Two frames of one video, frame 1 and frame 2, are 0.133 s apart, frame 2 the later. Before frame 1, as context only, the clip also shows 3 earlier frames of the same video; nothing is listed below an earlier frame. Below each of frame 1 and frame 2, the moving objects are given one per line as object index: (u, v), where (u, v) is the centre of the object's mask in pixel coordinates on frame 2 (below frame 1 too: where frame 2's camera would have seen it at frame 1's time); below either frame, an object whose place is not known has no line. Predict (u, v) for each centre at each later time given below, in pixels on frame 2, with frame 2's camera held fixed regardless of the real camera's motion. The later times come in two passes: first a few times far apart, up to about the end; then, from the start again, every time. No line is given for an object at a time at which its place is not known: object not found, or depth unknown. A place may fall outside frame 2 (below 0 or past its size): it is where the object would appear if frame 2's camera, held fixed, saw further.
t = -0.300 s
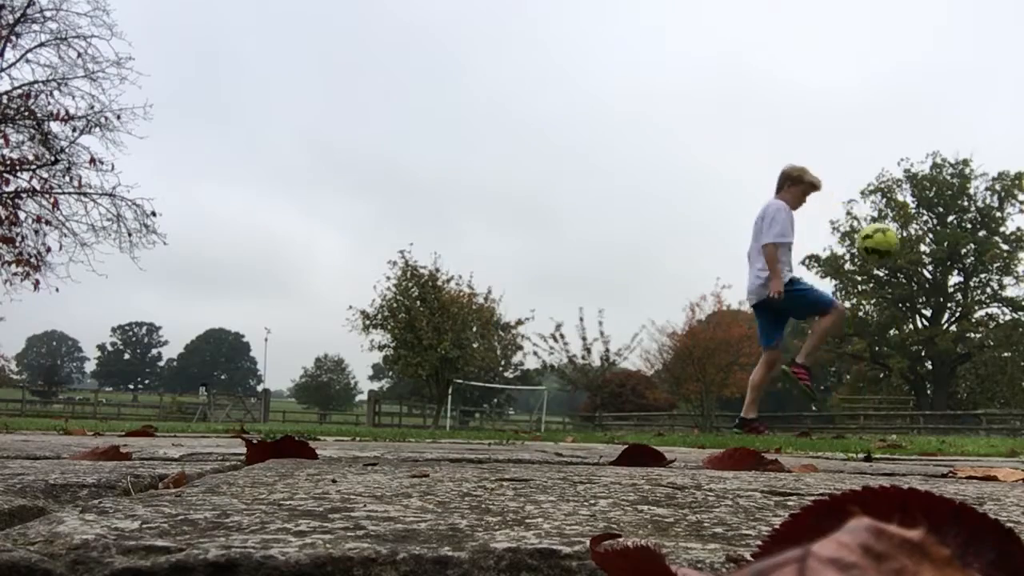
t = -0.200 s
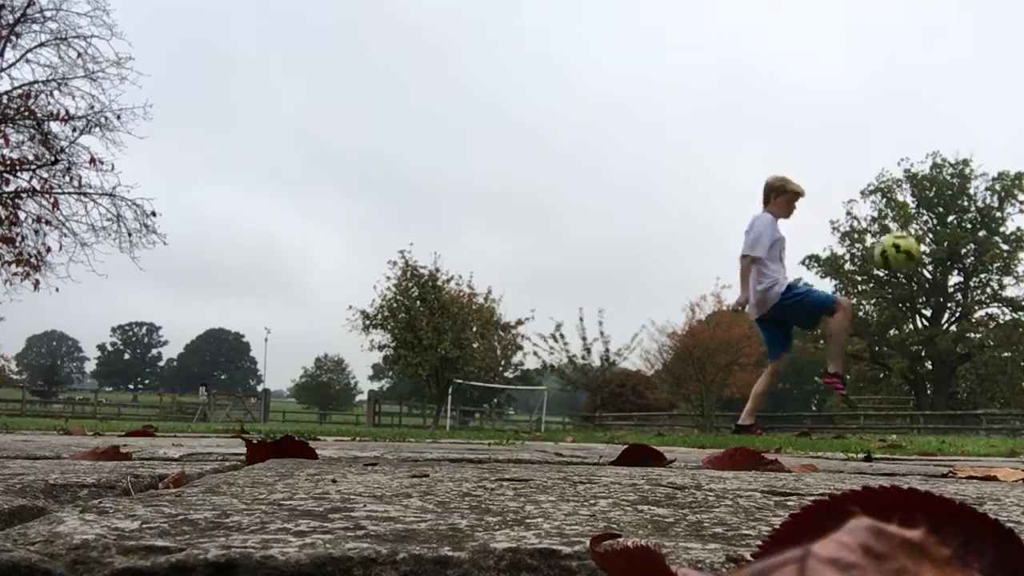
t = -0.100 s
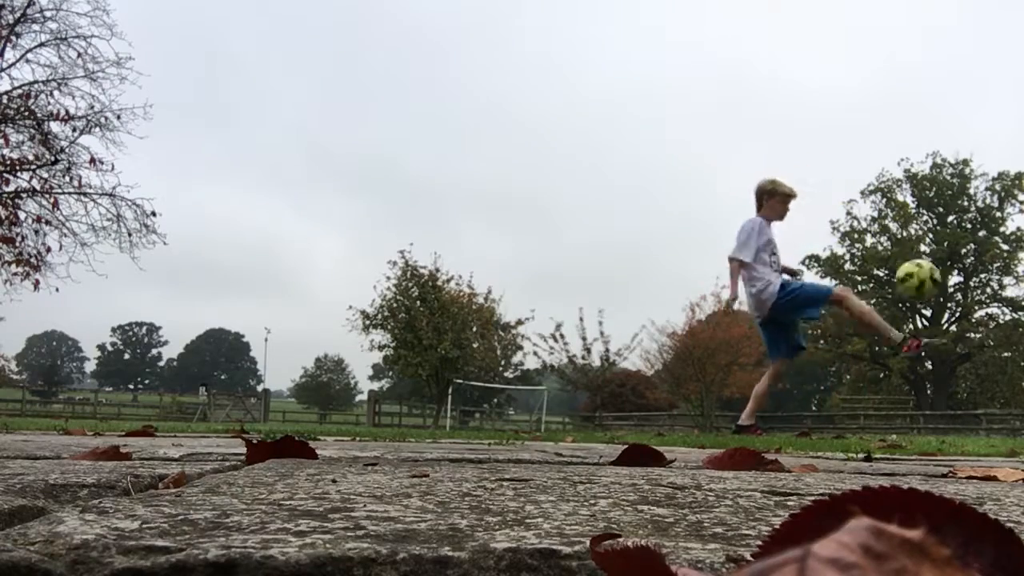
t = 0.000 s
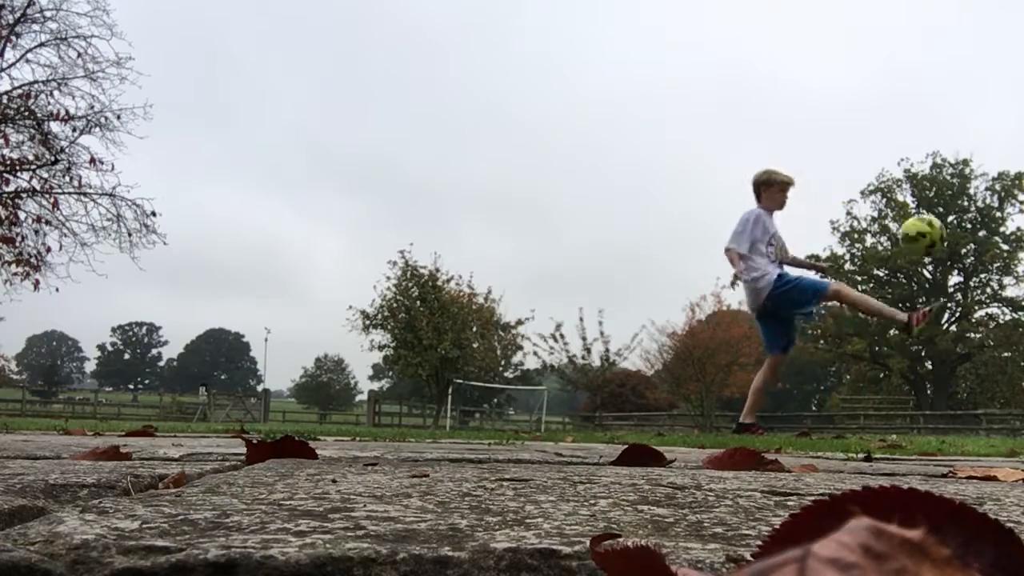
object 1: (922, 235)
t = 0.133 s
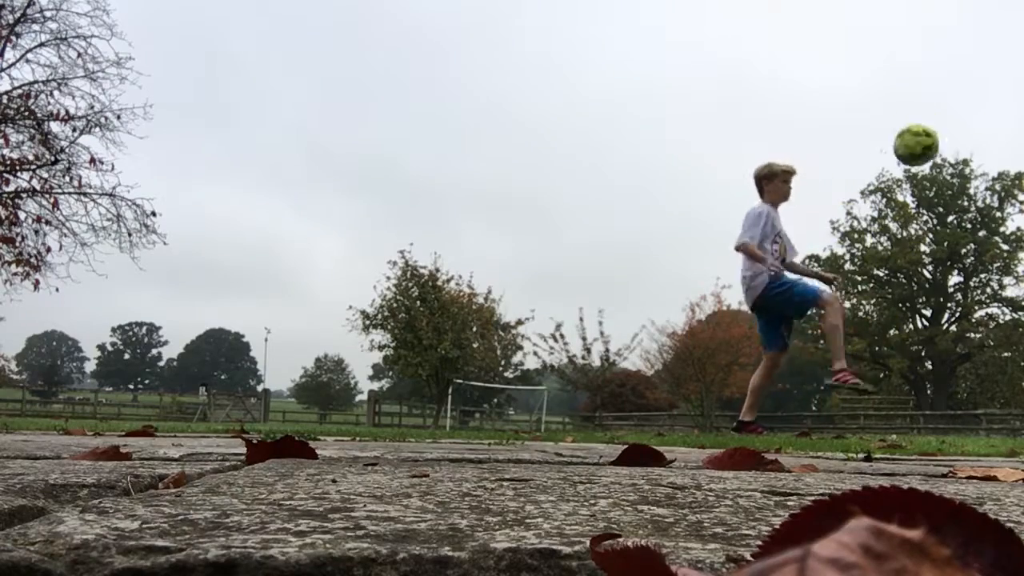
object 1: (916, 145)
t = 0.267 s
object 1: (911, 88)
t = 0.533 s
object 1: (904, 70)
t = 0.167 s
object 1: (914, 128)
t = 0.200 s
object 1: (913, 112)
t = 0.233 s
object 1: (912, 99)
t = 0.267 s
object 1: (911, 88)
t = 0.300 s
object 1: (909, 79)
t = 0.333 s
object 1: (908, 72)
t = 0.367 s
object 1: (908, 66)
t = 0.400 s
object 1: (907, 63)
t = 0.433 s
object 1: (906, 62)
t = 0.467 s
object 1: (905, 63)
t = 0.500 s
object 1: (905, 66)
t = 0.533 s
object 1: (904, 70)
